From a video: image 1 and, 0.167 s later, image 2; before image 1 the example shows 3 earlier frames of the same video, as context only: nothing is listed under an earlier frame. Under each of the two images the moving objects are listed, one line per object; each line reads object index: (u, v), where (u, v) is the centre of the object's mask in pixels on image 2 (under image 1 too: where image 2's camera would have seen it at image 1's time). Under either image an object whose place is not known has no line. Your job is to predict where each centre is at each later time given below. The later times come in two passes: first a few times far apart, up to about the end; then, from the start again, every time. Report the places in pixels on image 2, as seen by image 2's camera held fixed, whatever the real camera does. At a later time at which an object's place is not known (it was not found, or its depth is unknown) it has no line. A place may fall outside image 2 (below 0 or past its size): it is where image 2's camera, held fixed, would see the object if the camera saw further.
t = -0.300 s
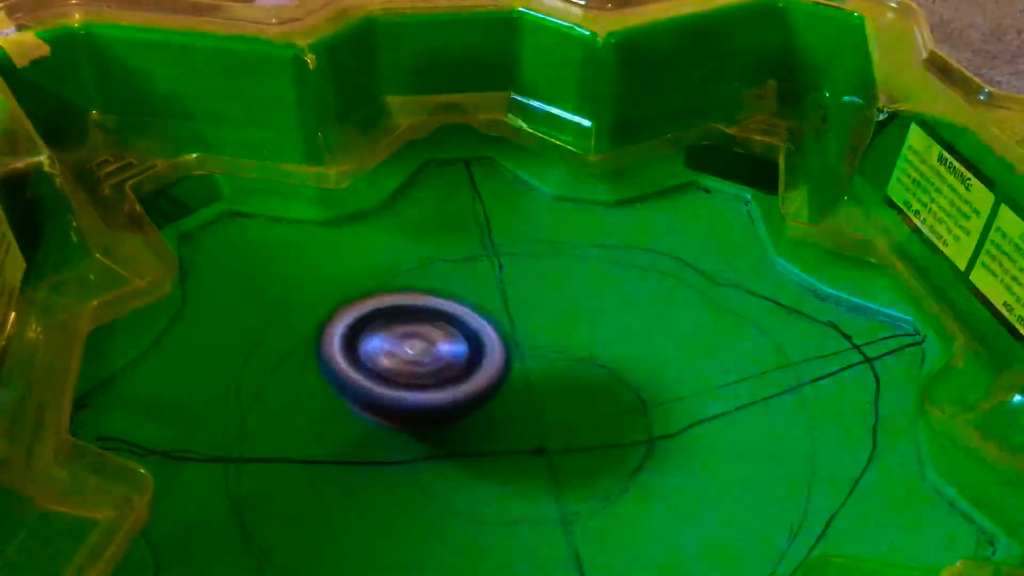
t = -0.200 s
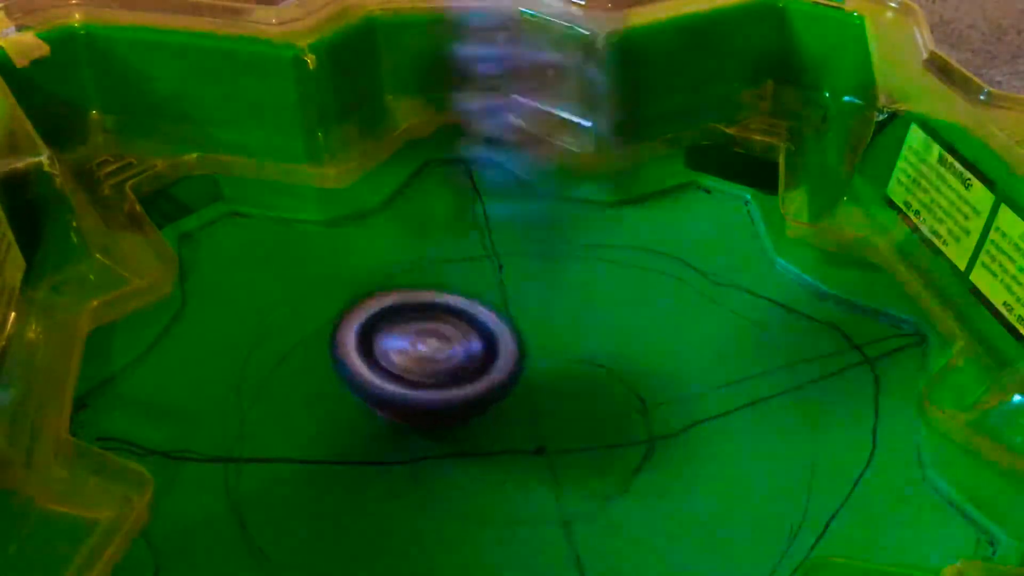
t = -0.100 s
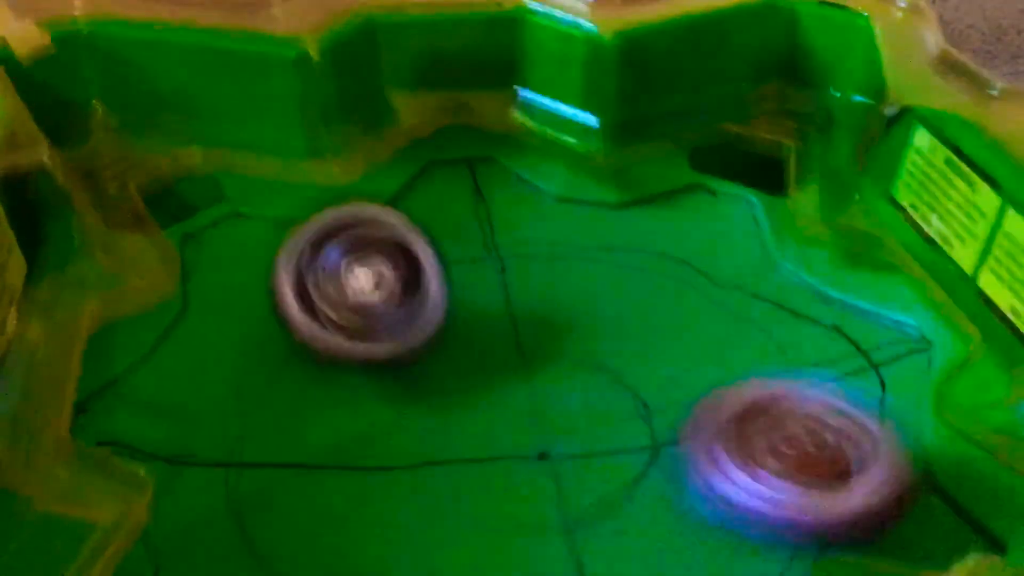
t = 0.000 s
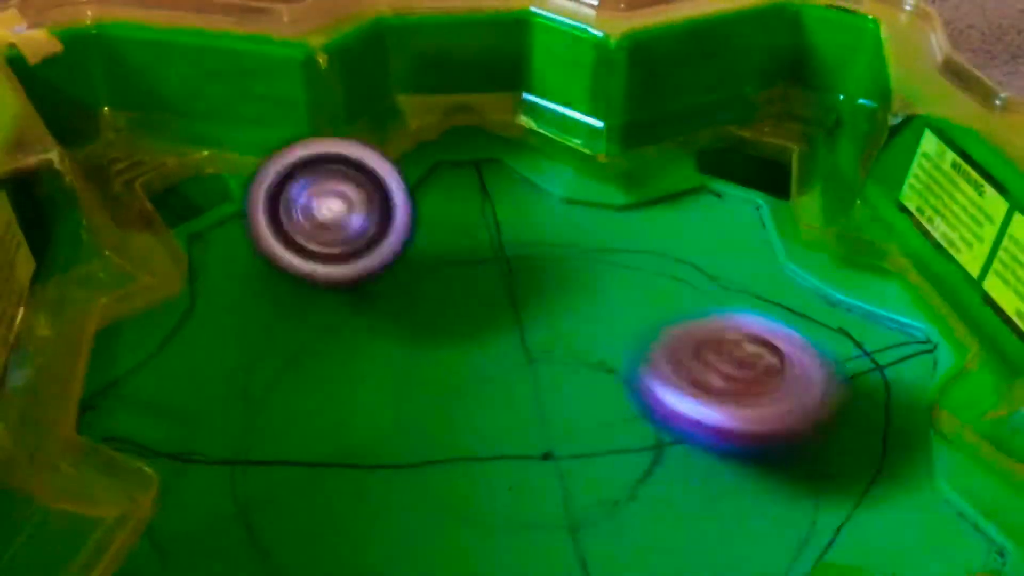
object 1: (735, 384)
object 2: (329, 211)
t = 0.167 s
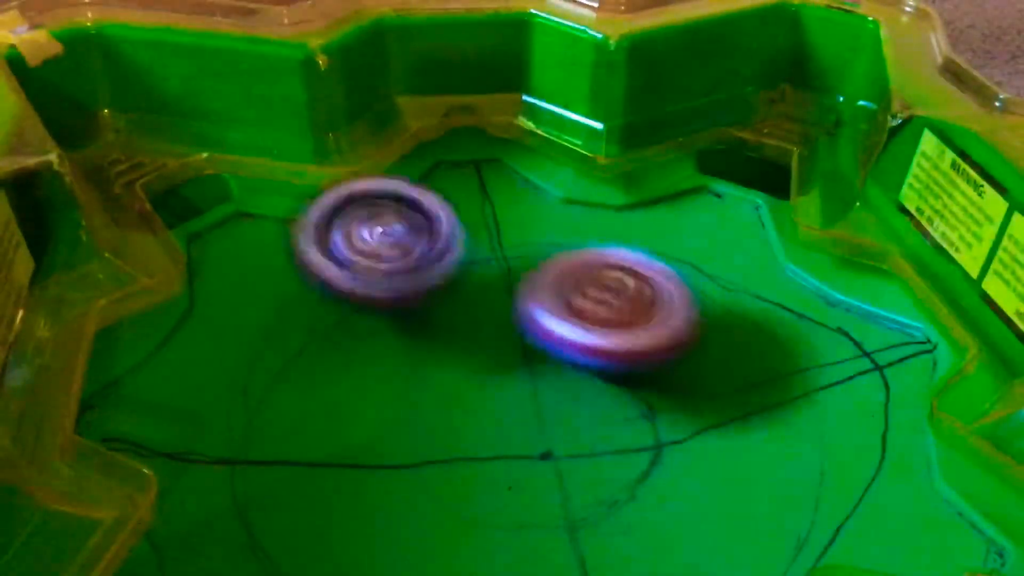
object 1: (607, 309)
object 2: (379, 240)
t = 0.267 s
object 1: (668, 335)
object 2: (336, 226)
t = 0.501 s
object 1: (643, 333)
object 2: (423, 346)
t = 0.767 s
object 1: (628, 333)
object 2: (473, 461)
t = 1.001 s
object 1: (563, 360)
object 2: (548, 502)
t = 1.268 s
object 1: (522, 359)
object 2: (601, 509)
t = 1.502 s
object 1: (473, 344)
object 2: (611, 502)
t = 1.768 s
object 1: (423, 304)
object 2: (624, 494)
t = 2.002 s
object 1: (426, 304)
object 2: (553, 417)
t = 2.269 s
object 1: (460, 281)
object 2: (541, 410)
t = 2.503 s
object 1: (504, 277)
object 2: (550, 415)
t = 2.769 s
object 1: (573, 280)
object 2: (511, 447)
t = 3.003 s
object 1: (601, 316)
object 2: (501, 446)
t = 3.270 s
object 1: (639, 346)
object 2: (459, 420)
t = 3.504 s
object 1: (637, 388)
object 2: (422, 379)
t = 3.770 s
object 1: (585, 425)
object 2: (429, 327)
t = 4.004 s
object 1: (514, 433)
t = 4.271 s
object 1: (441, 414)
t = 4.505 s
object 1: (416, 378)
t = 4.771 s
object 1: (426, 336)
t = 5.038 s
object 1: (473, 294)
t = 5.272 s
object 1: (533, 277)
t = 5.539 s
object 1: (597, 292)
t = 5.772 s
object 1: (708, 303)
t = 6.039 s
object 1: (744, 336)
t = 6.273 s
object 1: (714, 392)
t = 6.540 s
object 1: (589, 440)
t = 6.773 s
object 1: (442, 440)
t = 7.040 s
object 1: (329, 389)
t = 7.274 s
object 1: (322, 339)
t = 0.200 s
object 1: (638, 321)
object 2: (355, 227)
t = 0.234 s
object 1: (657, 330)
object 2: (340, 220)
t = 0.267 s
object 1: (668, 335)
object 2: (336, 226)
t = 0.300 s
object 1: (671, 337)
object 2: (339, 238)
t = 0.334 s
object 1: (670, 338)
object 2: (342, 252)
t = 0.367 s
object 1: (667, 338)
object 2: (350, 270)
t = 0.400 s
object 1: (662, 337)
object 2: (362, 289)
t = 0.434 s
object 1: (656, 335)
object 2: (376, 309)
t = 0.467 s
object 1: (650, 333)
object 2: (399, 329)
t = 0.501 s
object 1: (643, 333)
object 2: (423, 346)
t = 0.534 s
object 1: (638, 332)
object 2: (444, 360)
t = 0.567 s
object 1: (638, 330)
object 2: (457, 373)
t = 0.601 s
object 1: (645, 328)
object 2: (452, 392)
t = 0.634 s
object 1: (648, 328)
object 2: (451, 407)
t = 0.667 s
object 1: (647, 328)
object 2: (456, 423)
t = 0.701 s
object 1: (643, 329)
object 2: (461, 432)
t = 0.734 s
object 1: (636, 331)
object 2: (467, 445)
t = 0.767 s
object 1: (628, 333)
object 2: (473, 461)
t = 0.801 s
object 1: (619, 337)
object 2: (482, 474)
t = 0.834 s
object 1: (609, 341)
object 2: (492, 484)
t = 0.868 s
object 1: (599, 344)
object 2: (499, 487)
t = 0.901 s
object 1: (590, 349)
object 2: (510, 493)
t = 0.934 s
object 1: (580, 352)
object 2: (521, 501)
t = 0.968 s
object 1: (571, 357)
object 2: (535, 503)
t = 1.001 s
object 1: (563, 360)
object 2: (548, 502)
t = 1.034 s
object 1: (556, 363)
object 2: (560, 501)
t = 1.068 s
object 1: (550, 364)
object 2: (569, 500)
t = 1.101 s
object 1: (546, 365)
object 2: (576, 499)
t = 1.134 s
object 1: (541, 366)
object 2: (582, 500)
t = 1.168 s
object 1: (537, 364)
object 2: (586, 502)
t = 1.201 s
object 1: (533, 360)
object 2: (592, 506)
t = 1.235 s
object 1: (527, 358)
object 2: (597, 509)
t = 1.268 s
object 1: (522, 359)
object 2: (601, 509)
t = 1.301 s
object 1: (516, 359)
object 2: (604, 508)
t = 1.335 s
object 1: (510, 360)
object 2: (606, 505)
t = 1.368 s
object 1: (505, 362)
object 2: (607, 504)
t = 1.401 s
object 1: (499, 364)
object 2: (606, 500)
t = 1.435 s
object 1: (494, 365)
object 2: (605, 493)
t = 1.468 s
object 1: (487, 364)
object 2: (601, 489)
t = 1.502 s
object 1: (473, 344)
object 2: (611, 502)
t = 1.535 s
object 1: (462, 328)
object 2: (620, 508)
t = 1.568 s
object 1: (453, 316)
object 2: (623, 509)
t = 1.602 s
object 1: (446, 311)
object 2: (627, 509)
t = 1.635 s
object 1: (442, 309)
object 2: (629, 509)
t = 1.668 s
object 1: (436, 308)
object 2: (632, 507)
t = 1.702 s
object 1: (431, 305)
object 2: (631, 504)
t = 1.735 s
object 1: (427, 304)
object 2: (629, 500)
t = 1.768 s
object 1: (423, 304)
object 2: (624, 494)
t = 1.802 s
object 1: (421, 305)
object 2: (617, 485)
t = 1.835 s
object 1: (420, 305)
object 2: (607, 475)
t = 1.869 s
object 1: (419, 304)
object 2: (598, 461)
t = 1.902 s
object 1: (419, 305)
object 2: (588, 450)
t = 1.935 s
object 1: (421, 307)
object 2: (573, 437)
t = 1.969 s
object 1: (424, 309)
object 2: (562, 422)
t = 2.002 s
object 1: (426, 304)
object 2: (553, 417)
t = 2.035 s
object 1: (426, 294)
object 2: (553, 421)
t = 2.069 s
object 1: (429, 288)
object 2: (551, 419)
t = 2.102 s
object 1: (433, 284)
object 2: (551, 419)
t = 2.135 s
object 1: (439, 283)
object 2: (551, 417)
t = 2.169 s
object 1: (445, 284)
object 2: (550, 412)
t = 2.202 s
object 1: (451, 286)
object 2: (547, 408)
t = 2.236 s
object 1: (456, 285)
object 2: (542, 405)
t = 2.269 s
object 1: (460, 281)
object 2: (541, 410)
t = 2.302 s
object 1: (464, 277)
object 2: (539, 412)
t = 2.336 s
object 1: (470, 276)
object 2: (542, 415)
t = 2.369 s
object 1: (475, 275)
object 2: (544, 417)
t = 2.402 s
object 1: (482, 275)
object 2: (547, 417)
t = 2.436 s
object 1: (489, 276)
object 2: (547, 416)
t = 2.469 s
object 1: (497, 277)
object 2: (549, 416)
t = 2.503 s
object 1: (504, 277)
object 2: (550, 415)
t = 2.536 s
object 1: (513, 279)
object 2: (549, 413)
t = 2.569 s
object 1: (522, 279)
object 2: (546, 409)
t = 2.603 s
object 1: (534, 276)
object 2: (533, 416)
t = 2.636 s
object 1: (544, 273)
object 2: (528, 423)
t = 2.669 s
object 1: (553, 273)
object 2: (524, 432)
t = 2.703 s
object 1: (561, 274)
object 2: (519, 437)
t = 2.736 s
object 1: (567, 277)
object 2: (513, 444)
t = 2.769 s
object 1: (573, 280)
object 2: (511, 447)
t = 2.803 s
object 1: (577, 284)
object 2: (506, 450)
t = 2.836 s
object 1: (581, 288)
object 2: (504, 452)
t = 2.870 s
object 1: (585, 293)
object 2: (501, 452)
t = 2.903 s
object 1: (589, 299)
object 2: (501, 451)
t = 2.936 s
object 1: (594, 305)
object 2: (501, 450)
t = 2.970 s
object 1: (597, 311)
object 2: (501, 448)
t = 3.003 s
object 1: (601, 316)
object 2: (501, 446)
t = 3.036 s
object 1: (604, 321)
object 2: (502, 441)
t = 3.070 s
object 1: (607, 325)
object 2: (503, 436)
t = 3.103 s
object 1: (614, 327)
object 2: (492, 433)
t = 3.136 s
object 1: (623, 329)
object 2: (482, 432)
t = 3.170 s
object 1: (630, 331)
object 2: (475, 430)
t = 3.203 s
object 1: (635, 335)
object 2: (466, 427)
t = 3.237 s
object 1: (638, 340)
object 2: (464, 425)
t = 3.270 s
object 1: (639, 346)
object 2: (459, 420)
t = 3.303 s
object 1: (639, 352)
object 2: (458, 415)
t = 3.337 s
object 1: (641, 358)
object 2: (451, 411)
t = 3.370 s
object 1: (642, 365)
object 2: (445, 405)
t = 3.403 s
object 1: (644, 370)
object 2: (438, 400)
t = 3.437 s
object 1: (643, 377)
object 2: (431, 393)
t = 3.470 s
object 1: (640, 383)
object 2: (425, 387)
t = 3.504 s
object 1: (637, 388)
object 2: (422, 379)
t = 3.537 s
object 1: (632, 393)
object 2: (421, 373)
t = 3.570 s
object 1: (627, 399)
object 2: (419, 367)
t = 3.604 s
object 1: (620, 404)
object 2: (421, 361)
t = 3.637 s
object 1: (612, 409)
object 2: (421, 355)
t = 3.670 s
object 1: (605, 413)
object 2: (423, 347)
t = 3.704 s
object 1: (600, 417)
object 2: (425, 339)
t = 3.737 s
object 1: (593, 422)
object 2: (427, 334)
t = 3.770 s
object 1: (585, 425)
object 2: (429, 327)
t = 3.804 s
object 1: (575, 428)
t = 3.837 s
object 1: (565, 430)
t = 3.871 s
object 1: (556, 432)
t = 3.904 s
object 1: (546, 432)
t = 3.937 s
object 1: (535, 433)
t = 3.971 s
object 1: (525, 433)
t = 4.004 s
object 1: (514, 433)
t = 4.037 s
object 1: (504, 432)
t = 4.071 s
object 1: (493, 431)
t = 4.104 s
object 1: (484, 429)
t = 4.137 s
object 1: (474, 426)
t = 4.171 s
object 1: (465, 424)
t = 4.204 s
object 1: (456, 421)
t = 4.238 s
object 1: (448, 418)
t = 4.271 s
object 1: (441, 414)
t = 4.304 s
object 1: (436, 409)
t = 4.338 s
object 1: (431, 405)
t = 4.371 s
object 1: (425, 399)
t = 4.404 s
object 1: (422, 395)
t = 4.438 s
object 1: (419, 389)
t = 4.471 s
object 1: (417, 384)
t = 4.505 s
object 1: (416, 378)
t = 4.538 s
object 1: (415, 372)
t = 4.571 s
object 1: (415, 367)
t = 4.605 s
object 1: (416, 361)
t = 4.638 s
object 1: (418, 358)
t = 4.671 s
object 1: (420, 352)
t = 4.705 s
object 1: (422, 347)
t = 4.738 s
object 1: (423, 341)
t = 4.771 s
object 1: (426, 336)
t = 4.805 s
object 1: (429, 332)
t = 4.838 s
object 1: (433, 327)
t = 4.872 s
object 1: (438, 322)
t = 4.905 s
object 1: (443, 318)
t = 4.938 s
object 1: (449, 315)
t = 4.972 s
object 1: (457, 310)
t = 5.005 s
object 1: (464, 301)
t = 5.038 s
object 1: (473, 294)
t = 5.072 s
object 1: (482, 290)
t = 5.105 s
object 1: (491, 286)
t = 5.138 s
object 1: (500, 283)
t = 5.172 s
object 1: (509, 281)
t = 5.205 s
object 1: (517, 279)
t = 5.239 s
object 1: (525, 278)
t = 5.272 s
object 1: (533, 277)
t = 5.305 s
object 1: (542, 276)
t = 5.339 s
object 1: (551, 277)
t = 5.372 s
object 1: (558, 278)
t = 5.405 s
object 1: (567, 280)
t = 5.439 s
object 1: (575, 282)
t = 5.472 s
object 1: (583, 284)
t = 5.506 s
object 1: (590, 287)
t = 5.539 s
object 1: (597, 292)
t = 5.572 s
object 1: (603, 297)
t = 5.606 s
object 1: (609, 301)
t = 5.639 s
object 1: (635, 301)
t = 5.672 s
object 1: (663, 299)
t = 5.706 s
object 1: (683, 301)
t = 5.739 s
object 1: (697, 301)
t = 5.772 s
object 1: (708, 303)
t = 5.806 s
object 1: (718, 305)
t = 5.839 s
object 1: (727, 308)
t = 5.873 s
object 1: (734, 311)
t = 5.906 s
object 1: (739, 316)
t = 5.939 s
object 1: (743, 320)
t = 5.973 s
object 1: (744, 324)
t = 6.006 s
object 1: (745, 329)
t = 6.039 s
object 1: (744, 336)
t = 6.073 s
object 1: (742, 342)
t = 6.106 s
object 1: (737, 351)
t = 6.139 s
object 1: (732, 357)
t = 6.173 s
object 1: (725, 366)
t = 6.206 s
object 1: (718, 374)
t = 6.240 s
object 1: (715, 383)
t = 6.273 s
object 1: (714, 392)
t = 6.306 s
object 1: (705, 402)
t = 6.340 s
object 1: (693, 410)
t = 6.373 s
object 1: (679, 417)
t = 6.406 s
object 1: (663, 423)
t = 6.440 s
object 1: (646, 429)
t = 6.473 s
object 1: (627, 434)
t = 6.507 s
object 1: (609, 437)
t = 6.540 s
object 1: (589, 440)
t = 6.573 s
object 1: (568, 443)
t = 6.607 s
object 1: (548, 445)
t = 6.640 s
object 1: (525, 445)
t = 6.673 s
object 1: (504, 445)
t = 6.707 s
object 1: (483, 441)
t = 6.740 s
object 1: (463, 442)
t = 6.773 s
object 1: (442, 440)
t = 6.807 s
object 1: (425, 436)
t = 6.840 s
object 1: (409, 429)
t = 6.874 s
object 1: (394, 424)
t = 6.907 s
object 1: (380, 417)
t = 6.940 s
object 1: (367, 409)
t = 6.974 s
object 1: (354, 404)
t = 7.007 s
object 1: (338, 397)
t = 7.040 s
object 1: (329, 389)
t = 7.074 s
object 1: (322, 383)
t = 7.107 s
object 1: (316, 376)
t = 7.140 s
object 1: (314, 367)
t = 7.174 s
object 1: (314, 360)
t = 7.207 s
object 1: (315, 352)
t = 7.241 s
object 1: (319, 345)
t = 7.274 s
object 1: (322, 339)
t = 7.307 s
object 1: (324, 330)
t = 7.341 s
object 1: (323, 320)
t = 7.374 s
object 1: (329, 313)
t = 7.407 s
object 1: (336, 307)
